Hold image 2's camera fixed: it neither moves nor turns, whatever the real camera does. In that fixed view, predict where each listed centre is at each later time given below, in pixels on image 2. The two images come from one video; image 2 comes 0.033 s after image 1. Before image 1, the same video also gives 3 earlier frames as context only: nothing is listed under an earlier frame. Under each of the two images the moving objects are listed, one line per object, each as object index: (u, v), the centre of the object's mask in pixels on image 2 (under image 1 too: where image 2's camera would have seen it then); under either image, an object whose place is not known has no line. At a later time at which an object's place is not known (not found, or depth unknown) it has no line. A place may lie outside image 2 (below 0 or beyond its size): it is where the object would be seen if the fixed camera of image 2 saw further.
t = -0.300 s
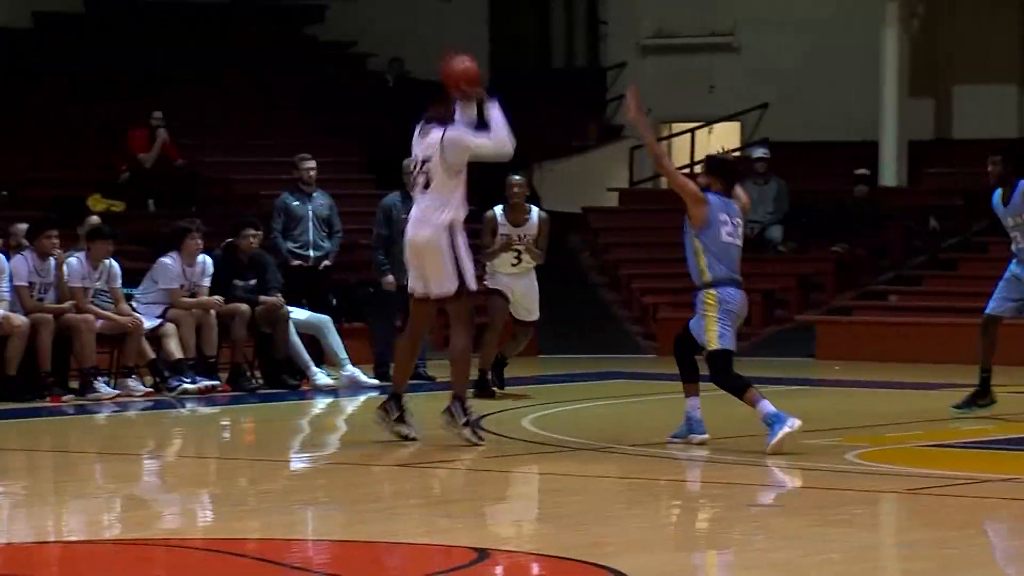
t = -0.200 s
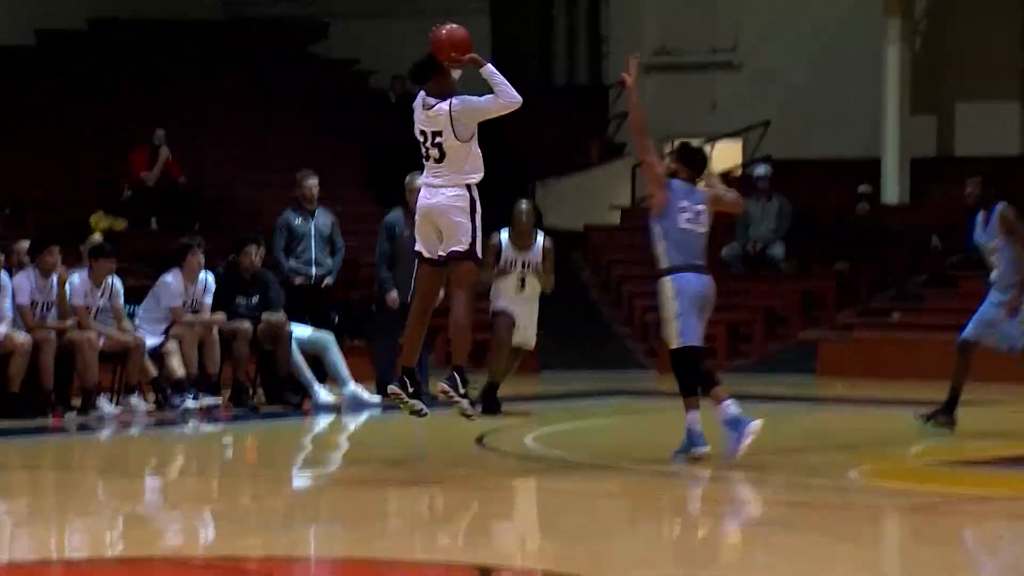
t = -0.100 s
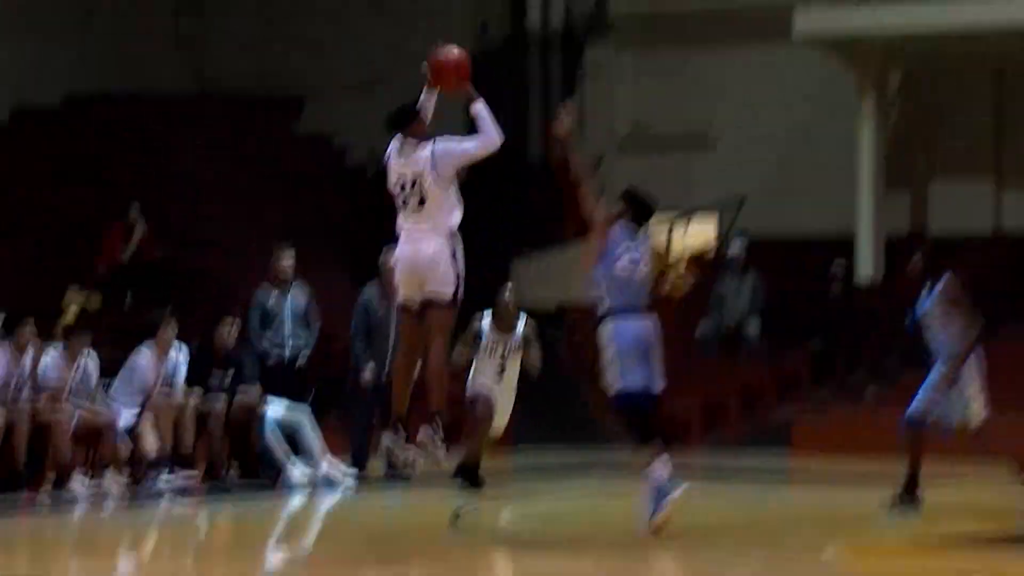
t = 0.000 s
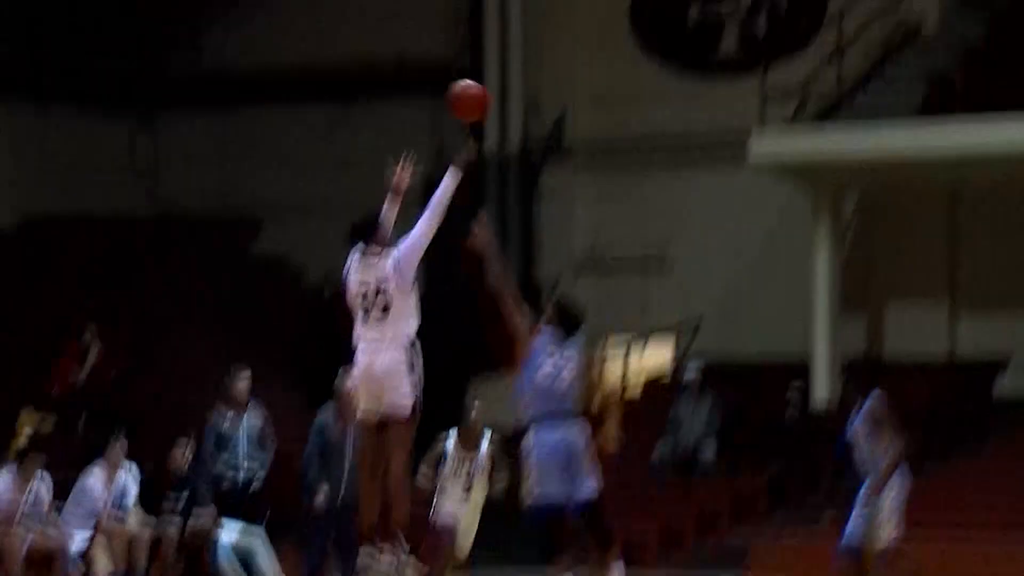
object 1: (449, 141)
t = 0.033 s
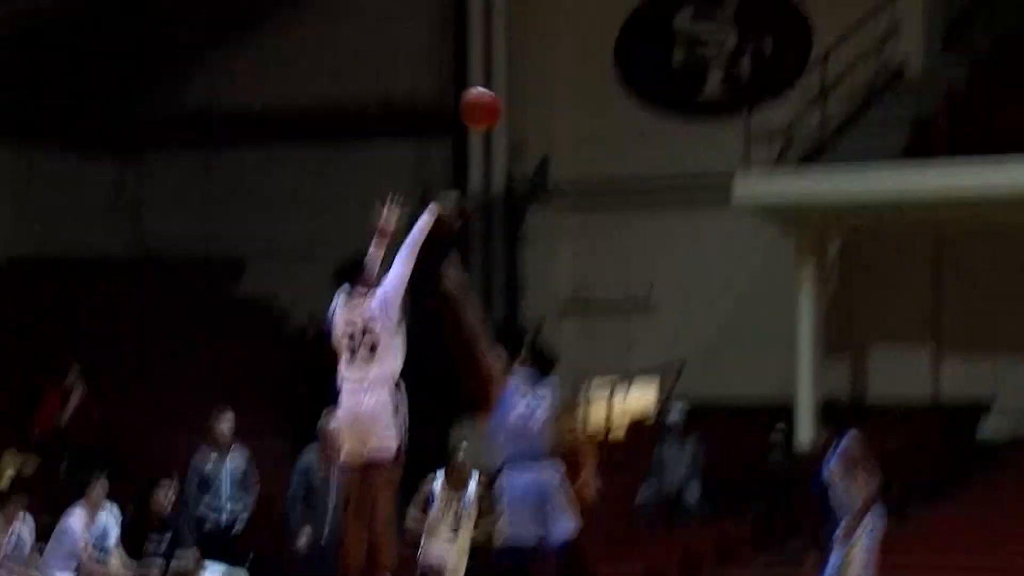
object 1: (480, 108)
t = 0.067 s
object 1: (509, 76)
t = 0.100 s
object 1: (538, 48)
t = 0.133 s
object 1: (564, 21)
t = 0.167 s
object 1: (590, -5)
